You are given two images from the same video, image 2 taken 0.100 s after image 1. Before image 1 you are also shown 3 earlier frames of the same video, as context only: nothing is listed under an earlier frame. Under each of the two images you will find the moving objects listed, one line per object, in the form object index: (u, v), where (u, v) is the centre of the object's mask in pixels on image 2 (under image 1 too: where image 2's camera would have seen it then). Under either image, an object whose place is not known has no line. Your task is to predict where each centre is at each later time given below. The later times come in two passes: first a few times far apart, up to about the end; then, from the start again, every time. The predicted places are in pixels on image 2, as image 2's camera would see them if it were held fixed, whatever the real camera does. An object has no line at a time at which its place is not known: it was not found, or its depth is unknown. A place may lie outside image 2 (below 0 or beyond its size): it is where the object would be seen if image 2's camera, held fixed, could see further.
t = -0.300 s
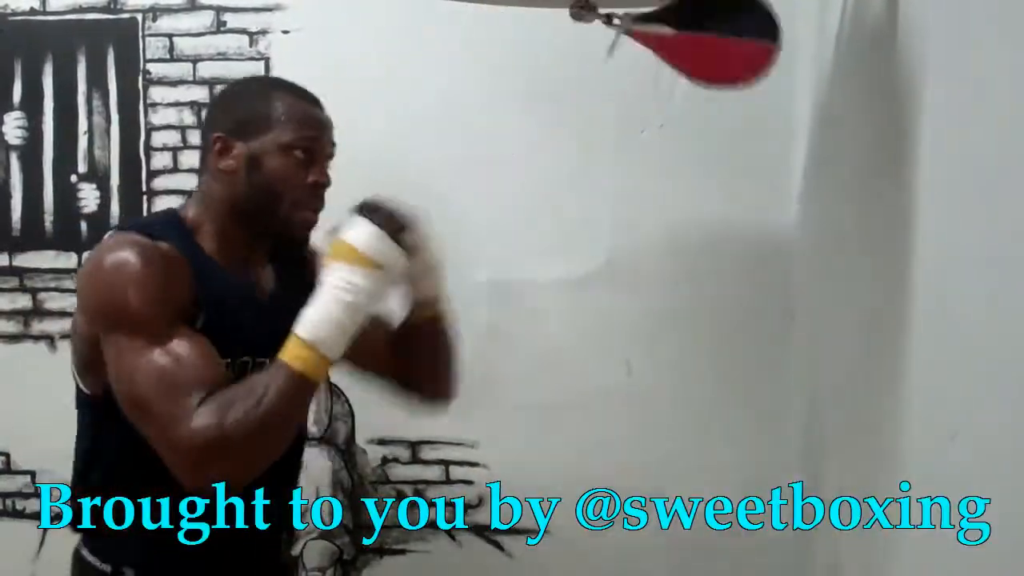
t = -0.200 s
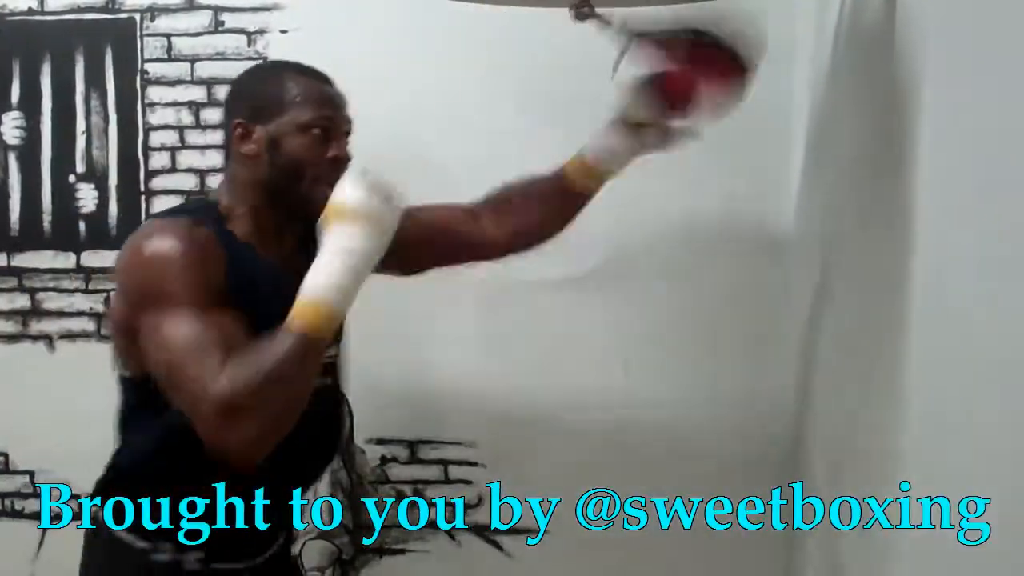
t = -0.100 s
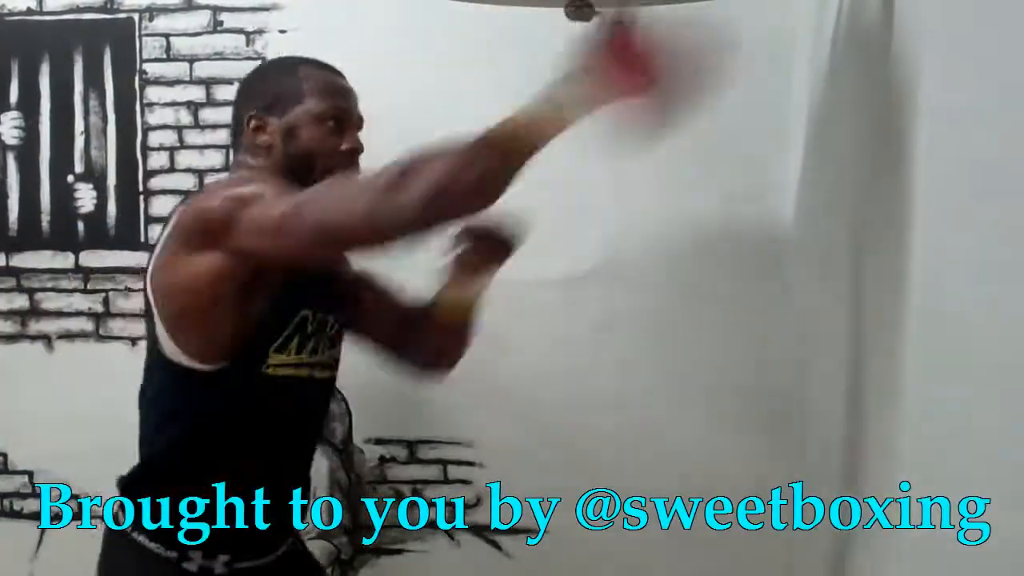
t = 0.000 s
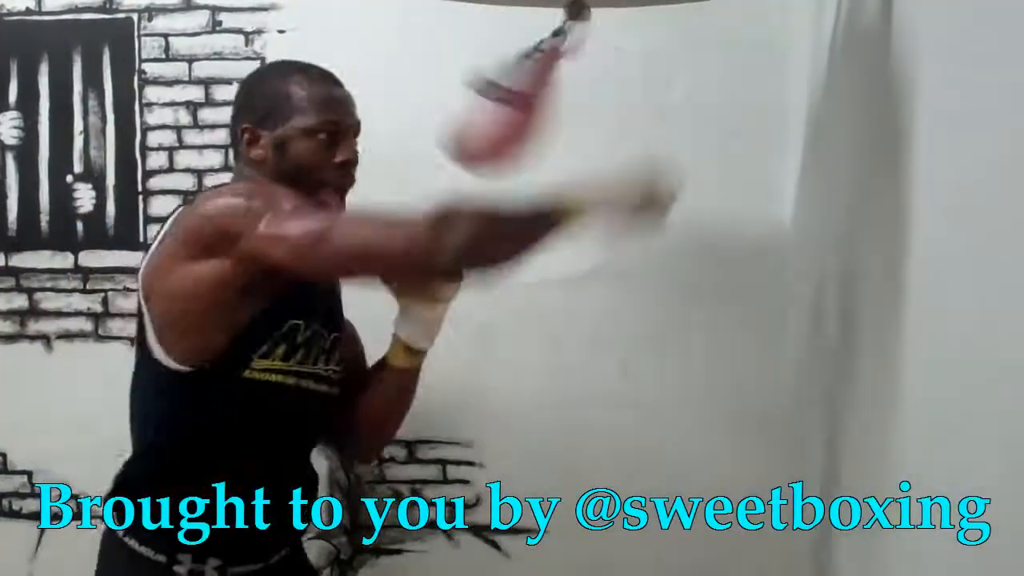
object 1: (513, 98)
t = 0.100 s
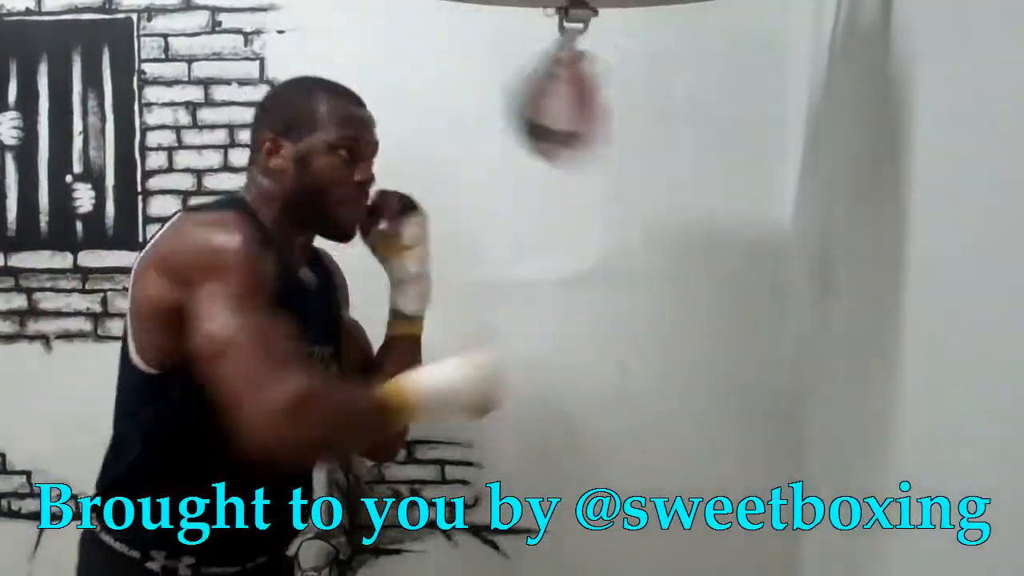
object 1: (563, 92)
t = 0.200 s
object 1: (680, 51)
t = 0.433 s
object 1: (533, 113)
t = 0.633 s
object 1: (578, 49)
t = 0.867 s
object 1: (596, 120)
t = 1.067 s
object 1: (536, 42)
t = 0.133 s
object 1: (622, 107)
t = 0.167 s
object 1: (660, 86)
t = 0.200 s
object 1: (680, 51)
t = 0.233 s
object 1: (665, 24)
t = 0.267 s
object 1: (651, 32)
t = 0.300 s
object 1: (627, 63)
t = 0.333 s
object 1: (596, 95)
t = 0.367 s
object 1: (566, 114)
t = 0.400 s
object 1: (544, 121)
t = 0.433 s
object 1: (533, 113)
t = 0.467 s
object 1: (530, 98)
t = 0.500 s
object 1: (535, 80)
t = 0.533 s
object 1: (543, 63)
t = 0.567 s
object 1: (555, 48)
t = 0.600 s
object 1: (569, 40)
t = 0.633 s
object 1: (578, 49)
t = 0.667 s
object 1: (587, 62)
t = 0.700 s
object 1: (594, 77)
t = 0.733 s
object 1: (599, 95)
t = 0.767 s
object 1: (601, 111)
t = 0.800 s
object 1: (603, 122)
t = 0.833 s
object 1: (601, 124)
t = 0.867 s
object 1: (596, 120)
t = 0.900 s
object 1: (588, 106)
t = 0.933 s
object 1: (579, 90)
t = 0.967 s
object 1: (568, 73)
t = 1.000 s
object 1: (557, 56)
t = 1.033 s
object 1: (546, 46)
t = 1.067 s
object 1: (536, 42)
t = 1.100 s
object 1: (527, 42)
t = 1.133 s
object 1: (520, 45)
